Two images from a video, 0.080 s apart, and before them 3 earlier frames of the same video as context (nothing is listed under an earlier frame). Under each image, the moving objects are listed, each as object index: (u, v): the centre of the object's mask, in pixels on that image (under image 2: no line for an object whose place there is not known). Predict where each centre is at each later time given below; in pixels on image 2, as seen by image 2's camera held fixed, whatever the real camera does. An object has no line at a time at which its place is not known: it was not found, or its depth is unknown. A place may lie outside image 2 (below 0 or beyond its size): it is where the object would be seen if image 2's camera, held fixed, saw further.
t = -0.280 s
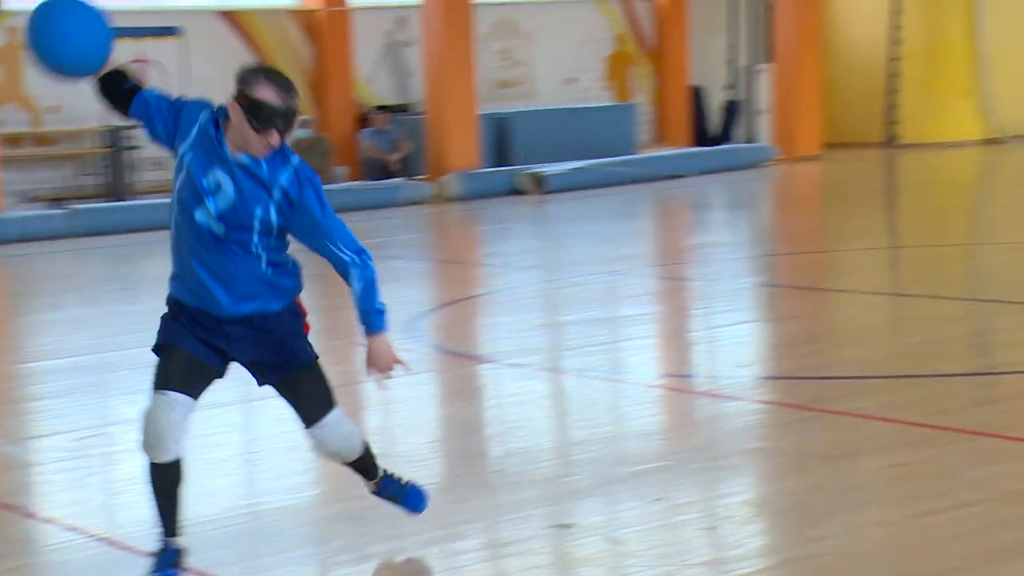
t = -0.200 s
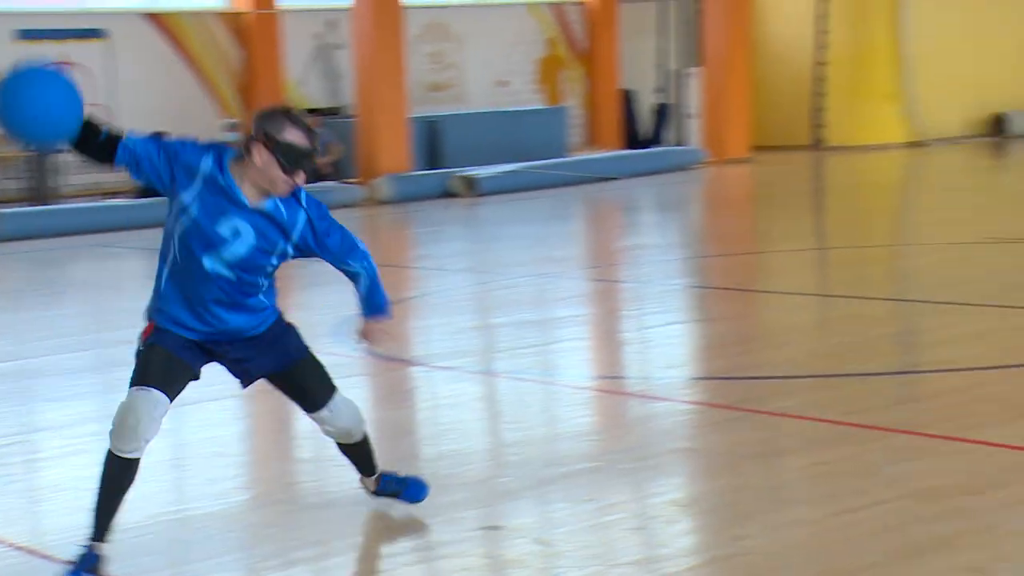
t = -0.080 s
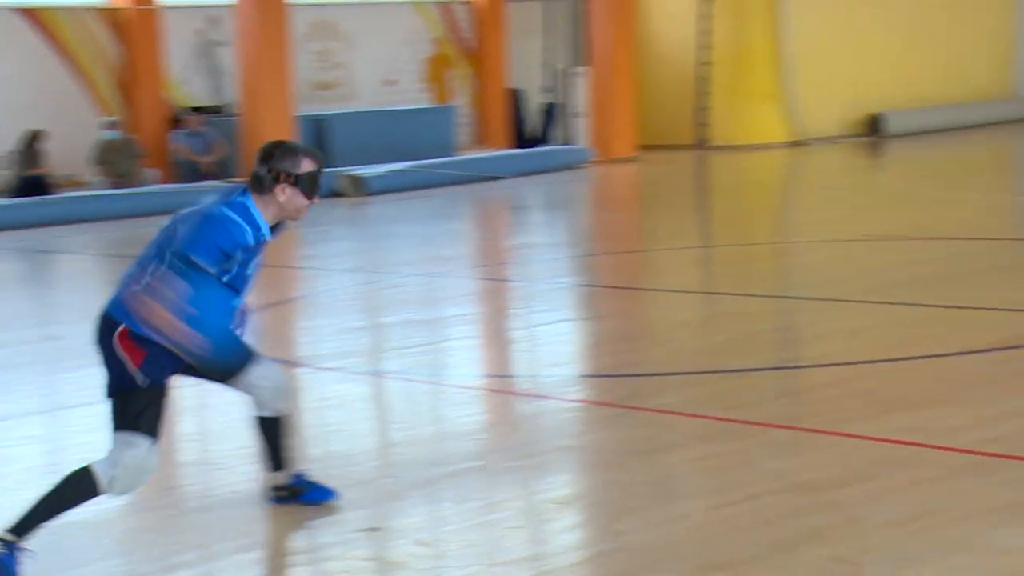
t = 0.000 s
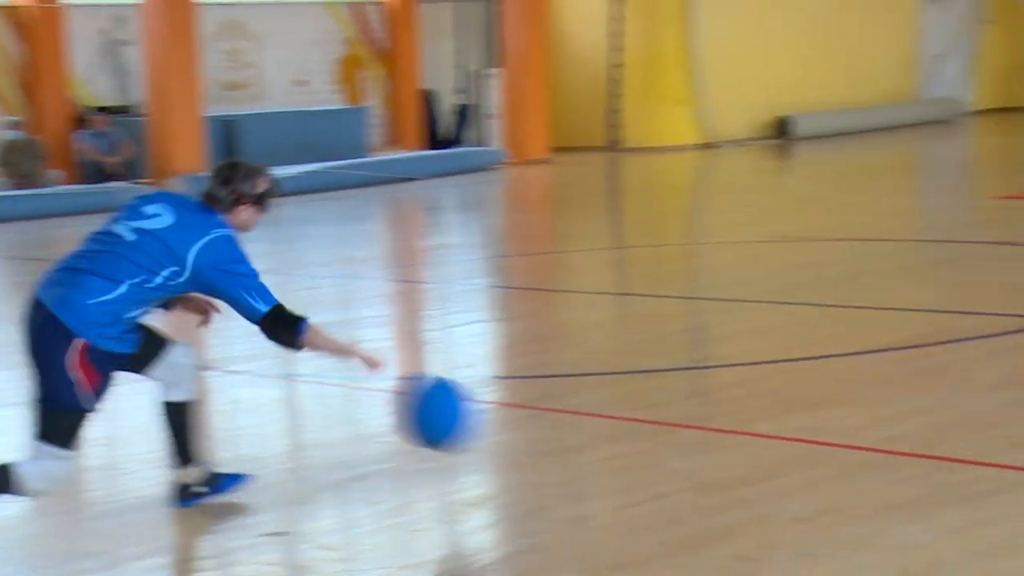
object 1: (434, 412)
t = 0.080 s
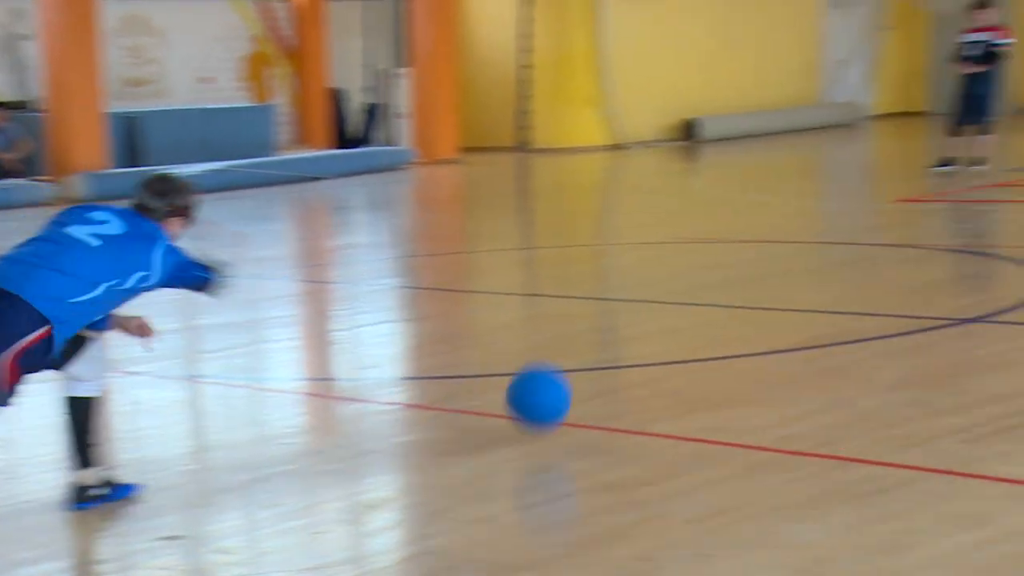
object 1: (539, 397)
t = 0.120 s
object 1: (598, 353)
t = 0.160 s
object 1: (653, 318)
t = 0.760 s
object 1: (1194, 219)
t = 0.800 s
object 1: (1220, 207)
